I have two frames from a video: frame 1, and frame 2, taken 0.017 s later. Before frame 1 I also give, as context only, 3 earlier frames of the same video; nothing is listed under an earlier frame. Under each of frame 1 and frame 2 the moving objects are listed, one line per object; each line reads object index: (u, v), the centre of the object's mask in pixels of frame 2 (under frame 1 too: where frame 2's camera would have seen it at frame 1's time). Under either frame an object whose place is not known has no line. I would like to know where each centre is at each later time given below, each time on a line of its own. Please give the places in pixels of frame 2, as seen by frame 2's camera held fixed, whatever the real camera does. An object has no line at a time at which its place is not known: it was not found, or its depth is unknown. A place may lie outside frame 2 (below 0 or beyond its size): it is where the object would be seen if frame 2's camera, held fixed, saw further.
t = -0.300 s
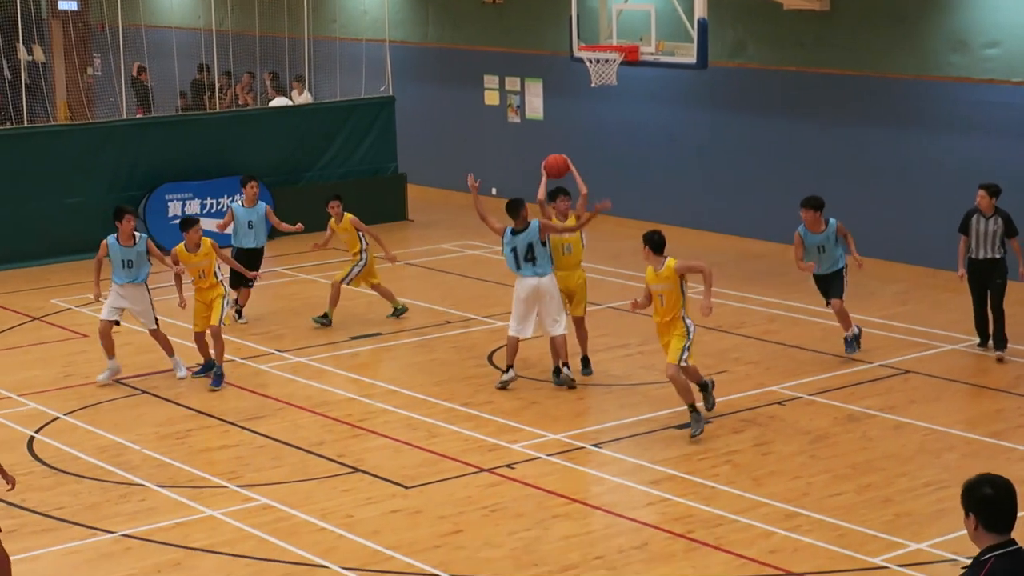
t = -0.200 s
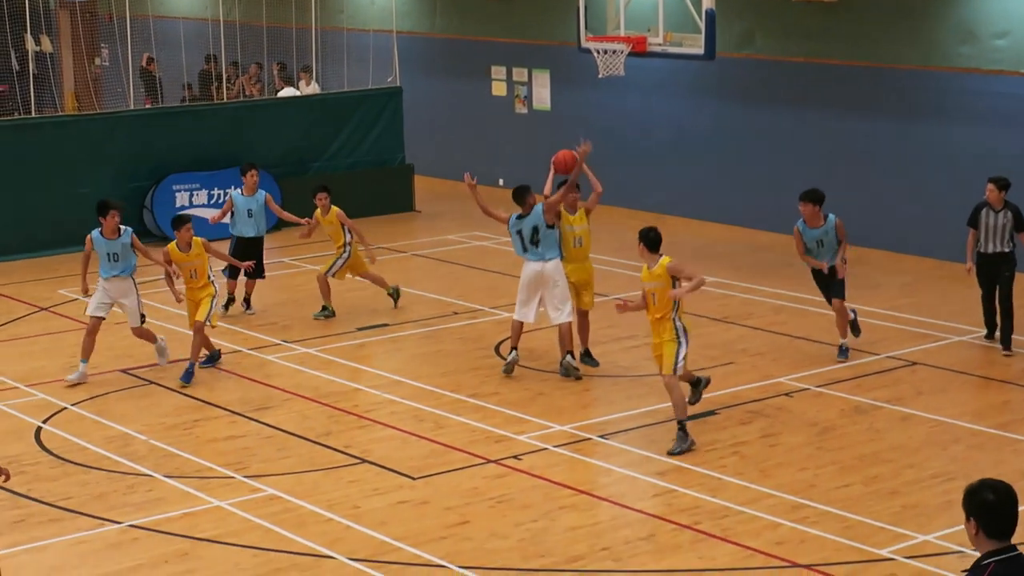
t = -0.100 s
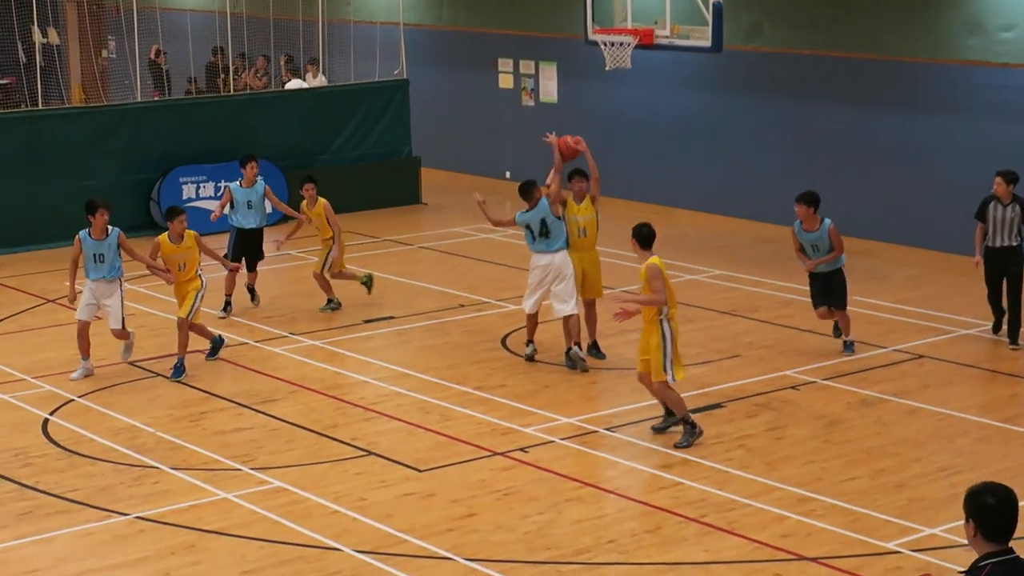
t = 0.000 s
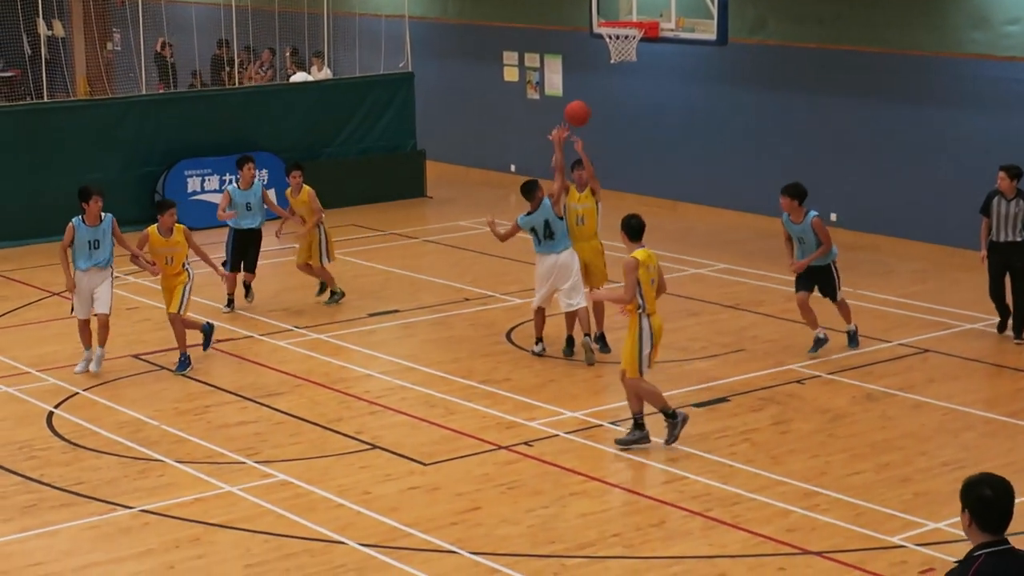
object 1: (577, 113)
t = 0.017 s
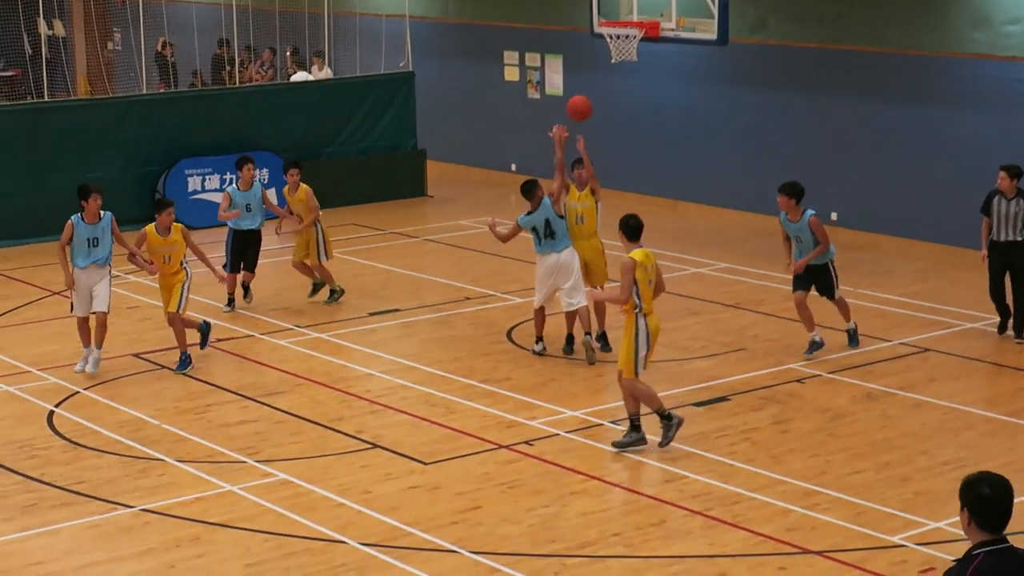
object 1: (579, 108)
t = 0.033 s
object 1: (580, 104)
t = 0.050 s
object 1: (582, 100)
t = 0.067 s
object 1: (583, 96)
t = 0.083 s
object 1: (585, 93)
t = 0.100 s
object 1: (587, 89)
